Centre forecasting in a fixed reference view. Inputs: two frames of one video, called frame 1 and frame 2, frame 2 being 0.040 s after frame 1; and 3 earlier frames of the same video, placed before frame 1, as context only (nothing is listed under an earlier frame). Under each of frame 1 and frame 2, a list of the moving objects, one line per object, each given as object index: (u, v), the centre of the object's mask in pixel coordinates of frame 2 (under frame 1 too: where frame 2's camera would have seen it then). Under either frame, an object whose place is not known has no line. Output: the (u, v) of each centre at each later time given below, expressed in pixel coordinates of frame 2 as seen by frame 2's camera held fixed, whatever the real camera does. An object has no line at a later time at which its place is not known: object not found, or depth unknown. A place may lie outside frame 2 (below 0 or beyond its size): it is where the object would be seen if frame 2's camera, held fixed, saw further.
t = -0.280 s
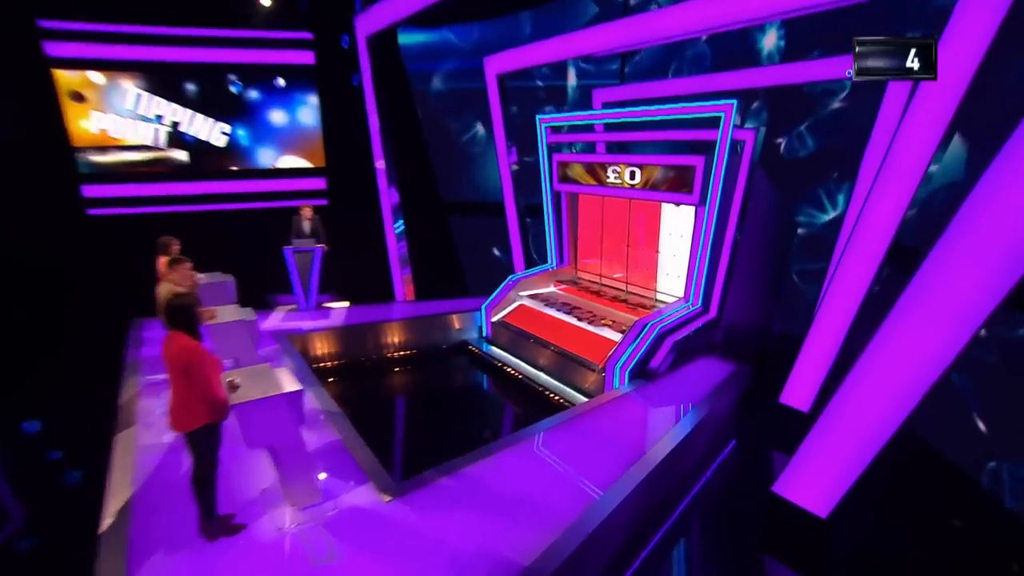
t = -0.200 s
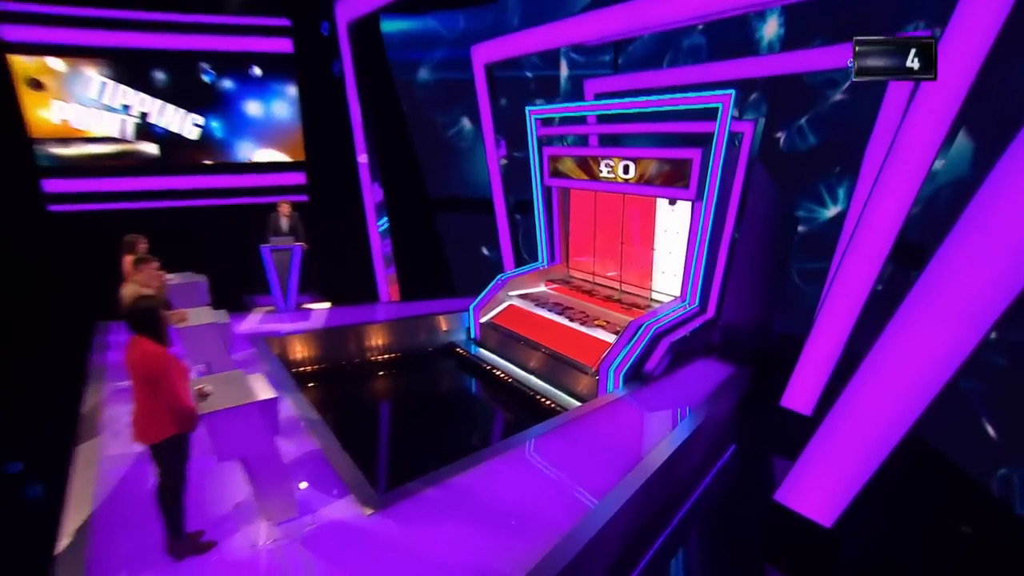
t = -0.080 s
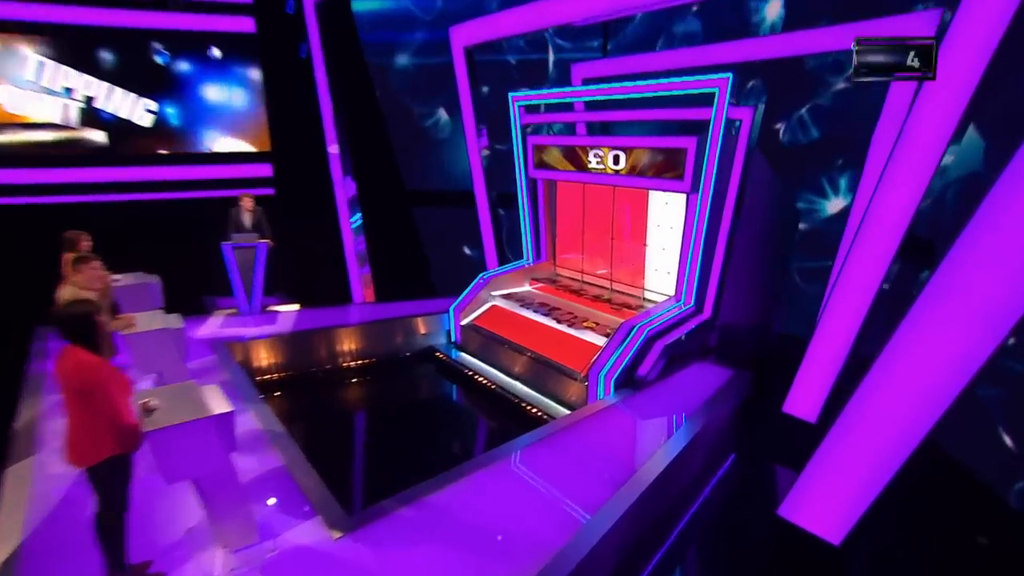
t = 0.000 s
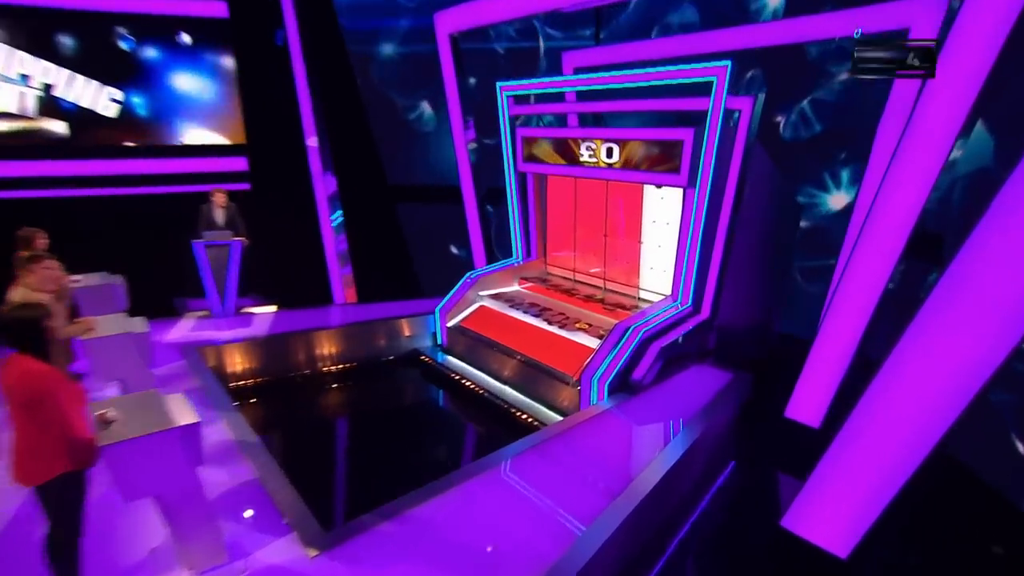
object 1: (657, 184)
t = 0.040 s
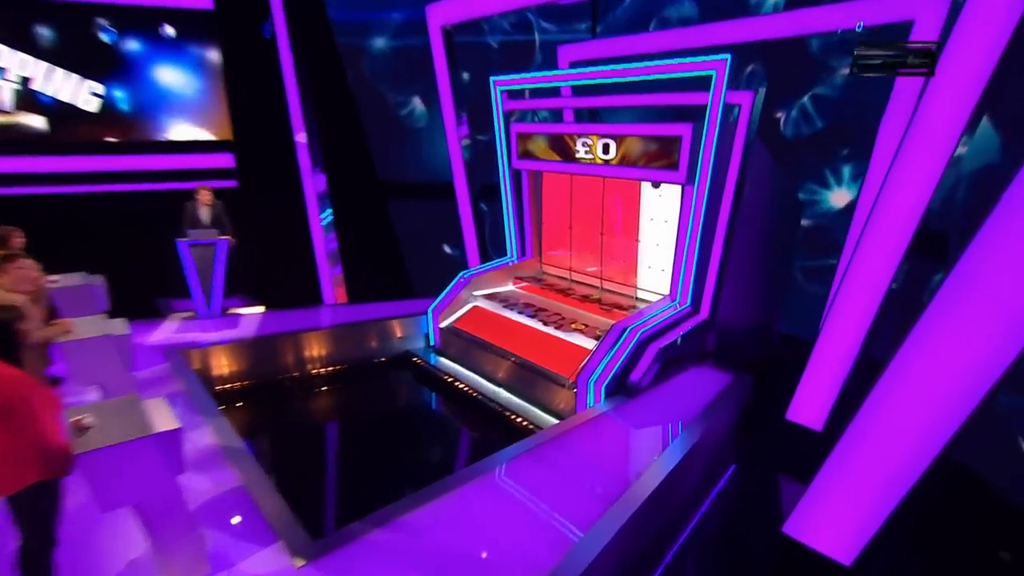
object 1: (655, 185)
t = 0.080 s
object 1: (655, 187)
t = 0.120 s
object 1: (654, 192)
